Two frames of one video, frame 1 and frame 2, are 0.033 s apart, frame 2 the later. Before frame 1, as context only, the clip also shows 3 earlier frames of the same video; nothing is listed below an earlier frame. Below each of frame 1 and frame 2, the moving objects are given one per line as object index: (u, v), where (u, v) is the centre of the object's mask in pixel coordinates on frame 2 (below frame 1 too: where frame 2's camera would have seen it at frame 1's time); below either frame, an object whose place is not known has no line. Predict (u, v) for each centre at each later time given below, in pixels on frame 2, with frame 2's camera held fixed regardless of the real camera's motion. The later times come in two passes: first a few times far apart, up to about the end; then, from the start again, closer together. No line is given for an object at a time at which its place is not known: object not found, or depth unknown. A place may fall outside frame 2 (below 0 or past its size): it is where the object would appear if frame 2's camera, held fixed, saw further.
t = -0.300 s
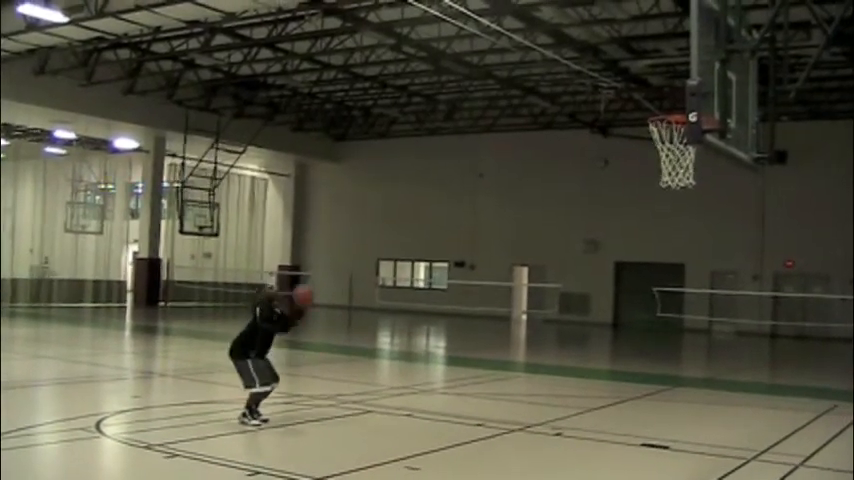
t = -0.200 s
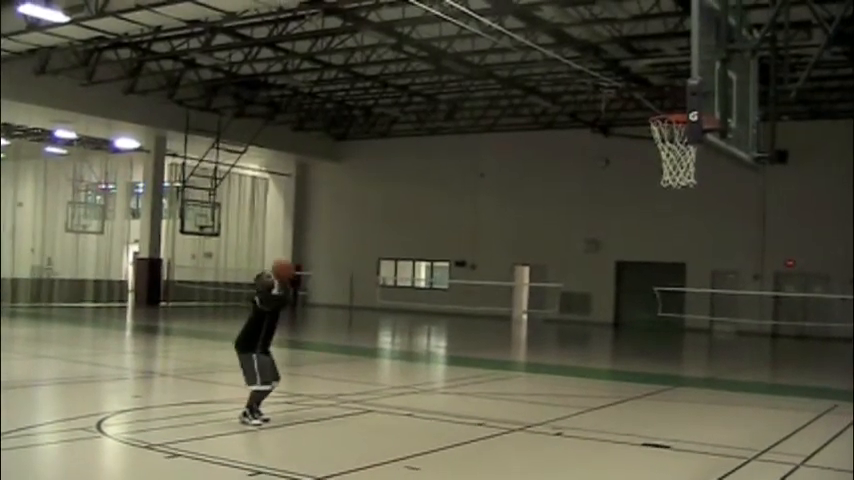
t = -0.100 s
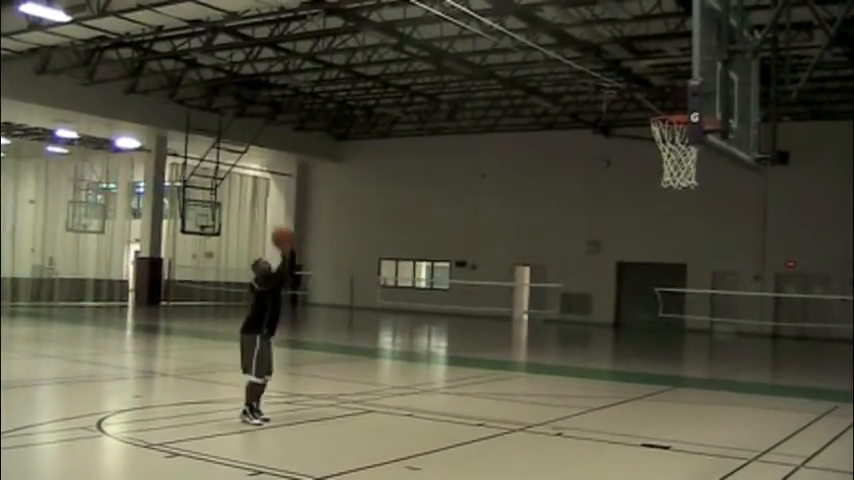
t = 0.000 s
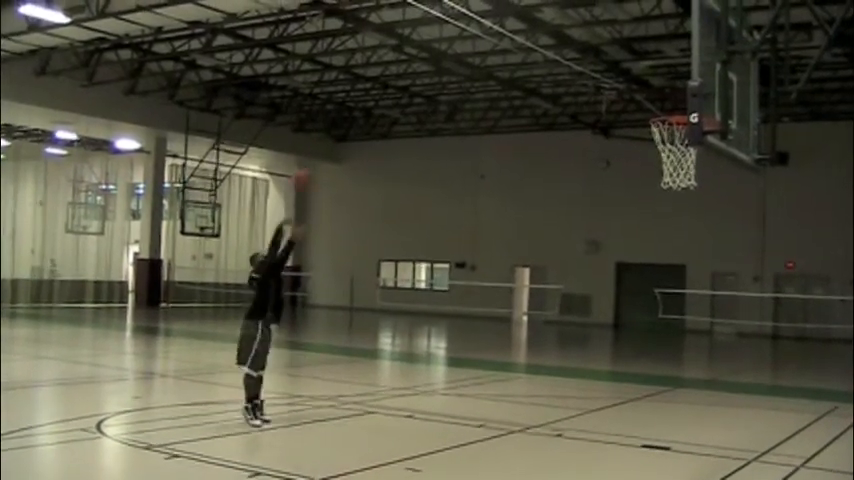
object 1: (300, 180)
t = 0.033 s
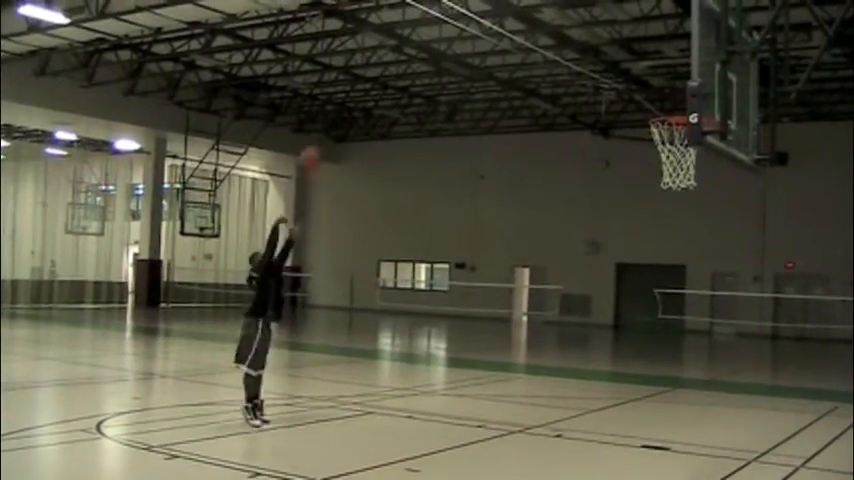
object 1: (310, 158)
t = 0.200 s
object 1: (354, 76)
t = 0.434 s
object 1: (420, 3)
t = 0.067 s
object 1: (319, 141)
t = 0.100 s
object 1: (327, 123)
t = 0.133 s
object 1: (336, 107)
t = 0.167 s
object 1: (345, 91)
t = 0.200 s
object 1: (354, 76)
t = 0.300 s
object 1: (381, 37)
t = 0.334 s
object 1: (389, 28)
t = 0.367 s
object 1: (398, 14)
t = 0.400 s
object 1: (409, 7)
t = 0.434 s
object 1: (420, 3)
